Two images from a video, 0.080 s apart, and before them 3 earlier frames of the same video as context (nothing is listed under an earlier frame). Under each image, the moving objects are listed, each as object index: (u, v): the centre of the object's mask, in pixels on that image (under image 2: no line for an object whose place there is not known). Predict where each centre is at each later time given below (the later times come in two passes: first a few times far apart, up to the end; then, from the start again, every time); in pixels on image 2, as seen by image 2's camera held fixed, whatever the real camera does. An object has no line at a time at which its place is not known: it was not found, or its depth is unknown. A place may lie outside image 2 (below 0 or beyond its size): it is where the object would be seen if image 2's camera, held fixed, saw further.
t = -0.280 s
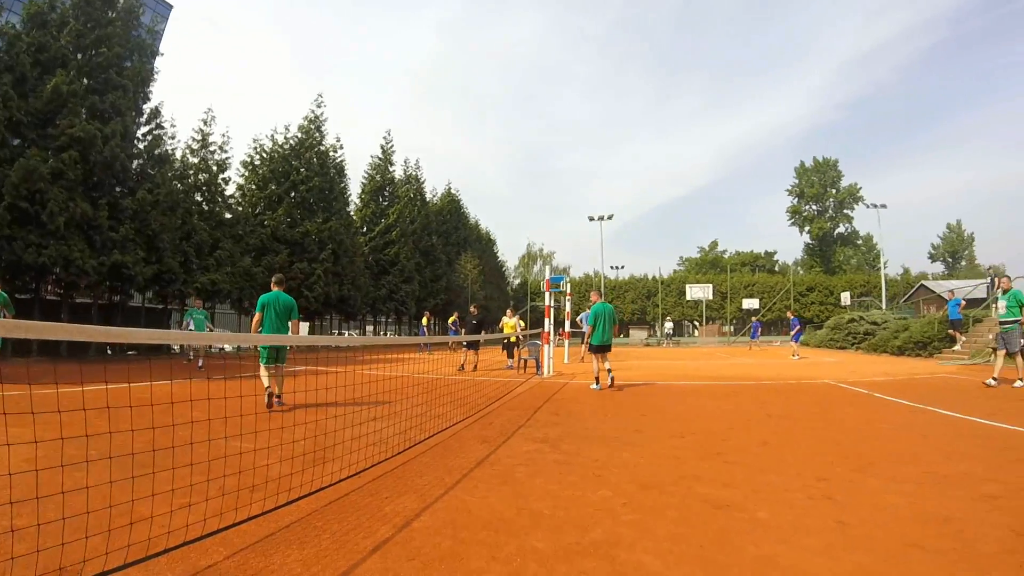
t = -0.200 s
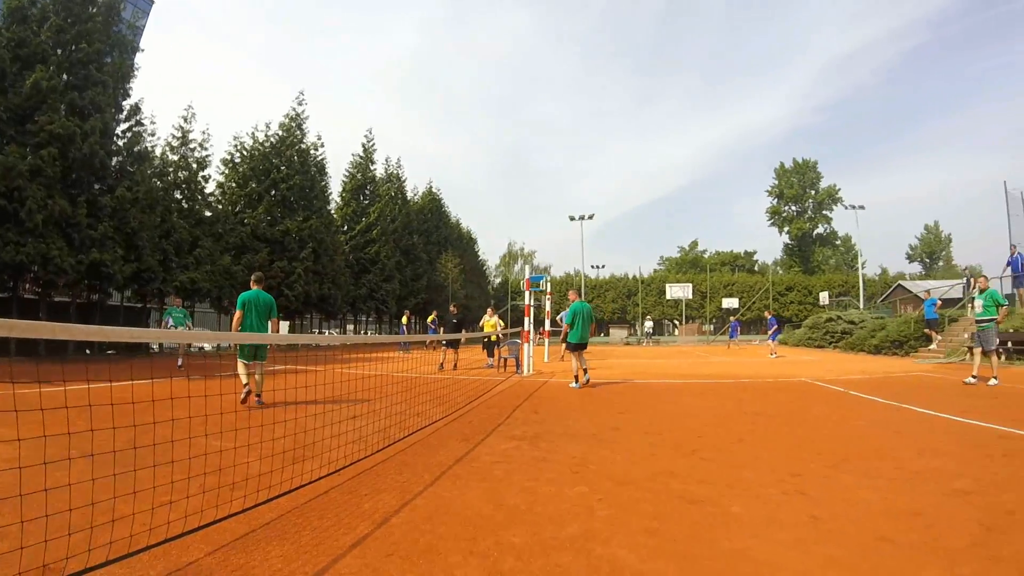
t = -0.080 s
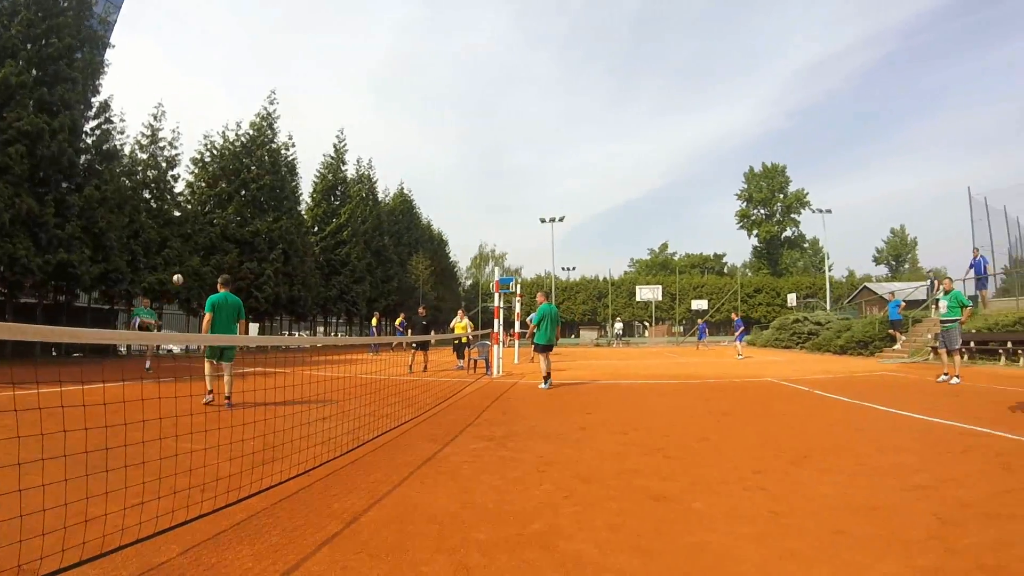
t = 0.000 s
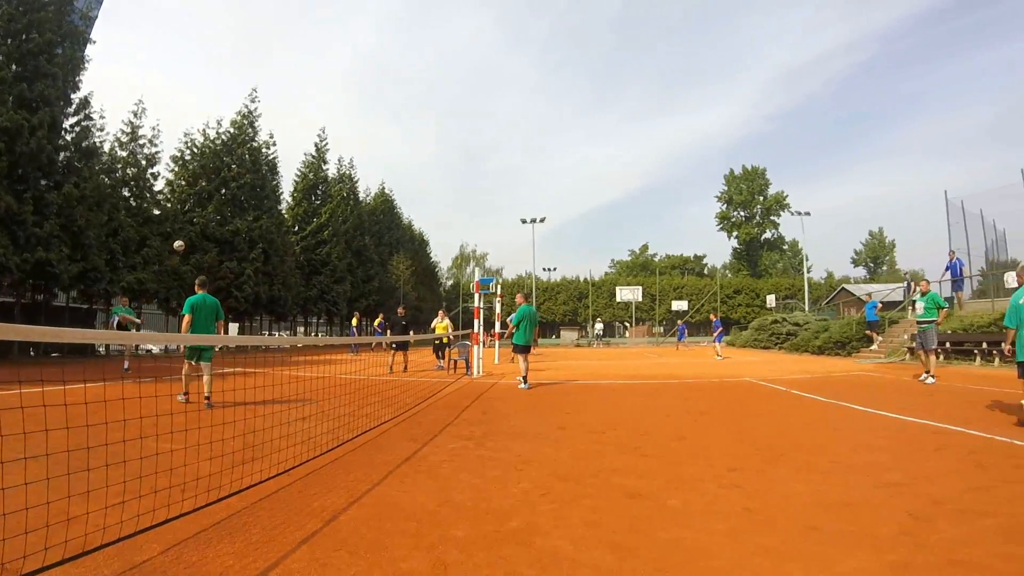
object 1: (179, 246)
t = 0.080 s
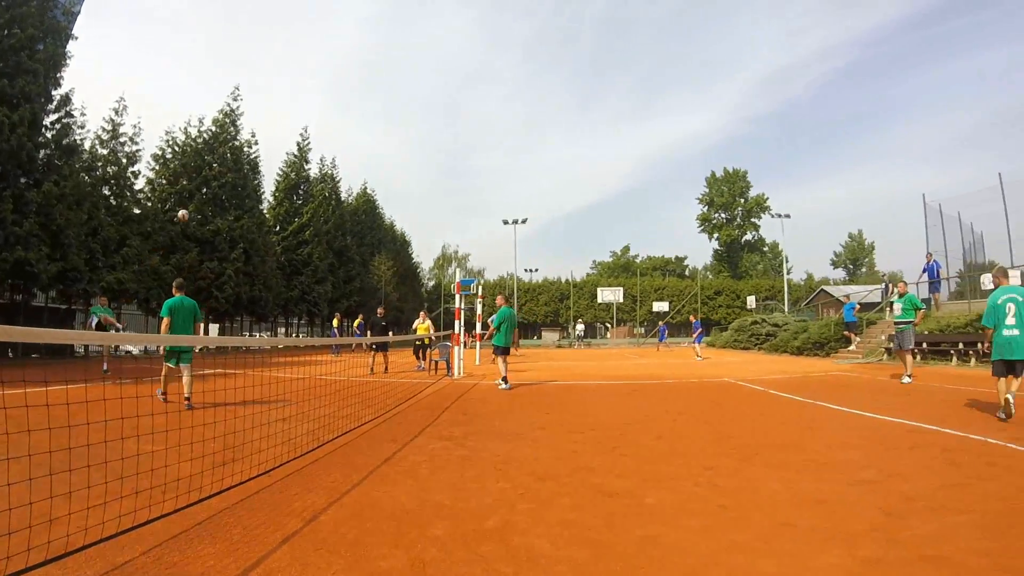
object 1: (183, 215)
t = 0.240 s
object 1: (231, 169)
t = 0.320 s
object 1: (255, 151)
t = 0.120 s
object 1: (194, 202)
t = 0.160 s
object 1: (206, 190)
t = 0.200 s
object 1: (218, 179)
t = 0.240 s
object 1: (231, 169)
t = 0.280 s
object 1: (243, 159)
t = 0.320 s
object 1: (255, 151)
